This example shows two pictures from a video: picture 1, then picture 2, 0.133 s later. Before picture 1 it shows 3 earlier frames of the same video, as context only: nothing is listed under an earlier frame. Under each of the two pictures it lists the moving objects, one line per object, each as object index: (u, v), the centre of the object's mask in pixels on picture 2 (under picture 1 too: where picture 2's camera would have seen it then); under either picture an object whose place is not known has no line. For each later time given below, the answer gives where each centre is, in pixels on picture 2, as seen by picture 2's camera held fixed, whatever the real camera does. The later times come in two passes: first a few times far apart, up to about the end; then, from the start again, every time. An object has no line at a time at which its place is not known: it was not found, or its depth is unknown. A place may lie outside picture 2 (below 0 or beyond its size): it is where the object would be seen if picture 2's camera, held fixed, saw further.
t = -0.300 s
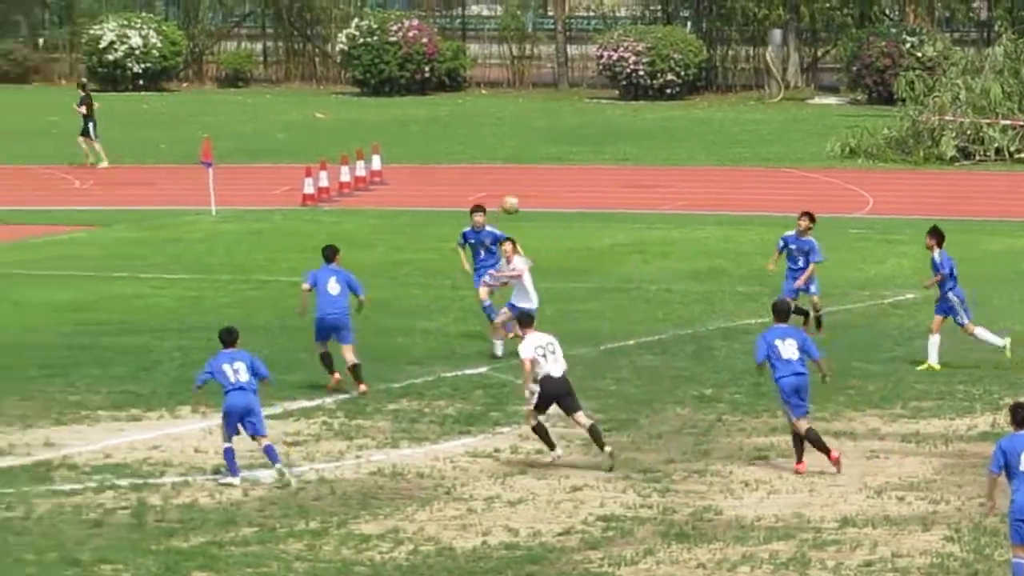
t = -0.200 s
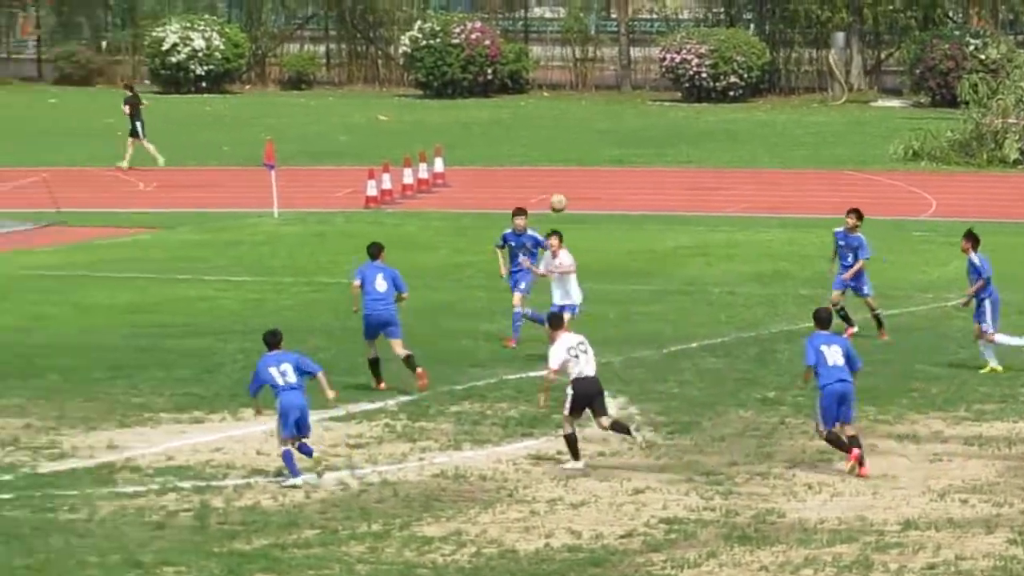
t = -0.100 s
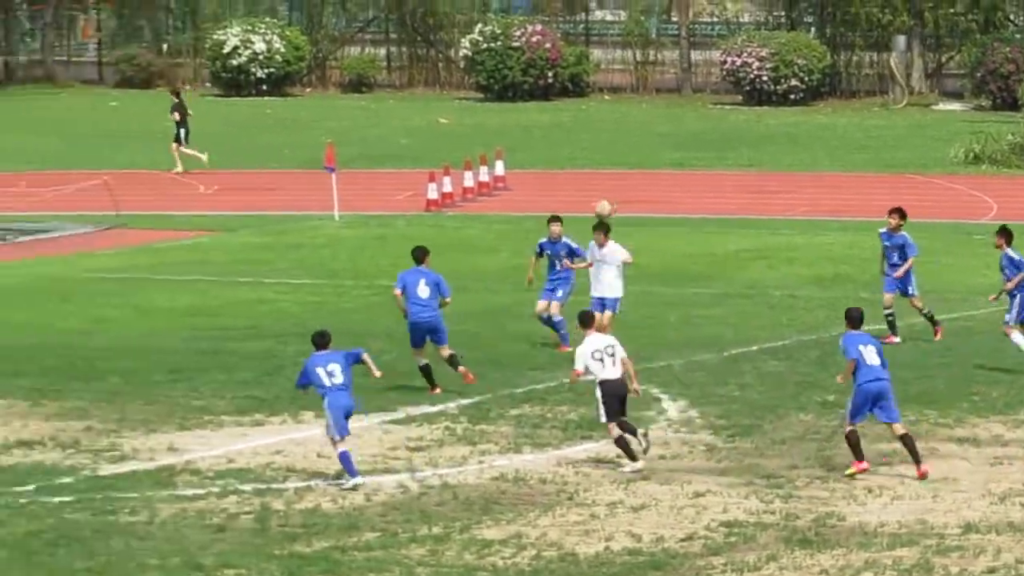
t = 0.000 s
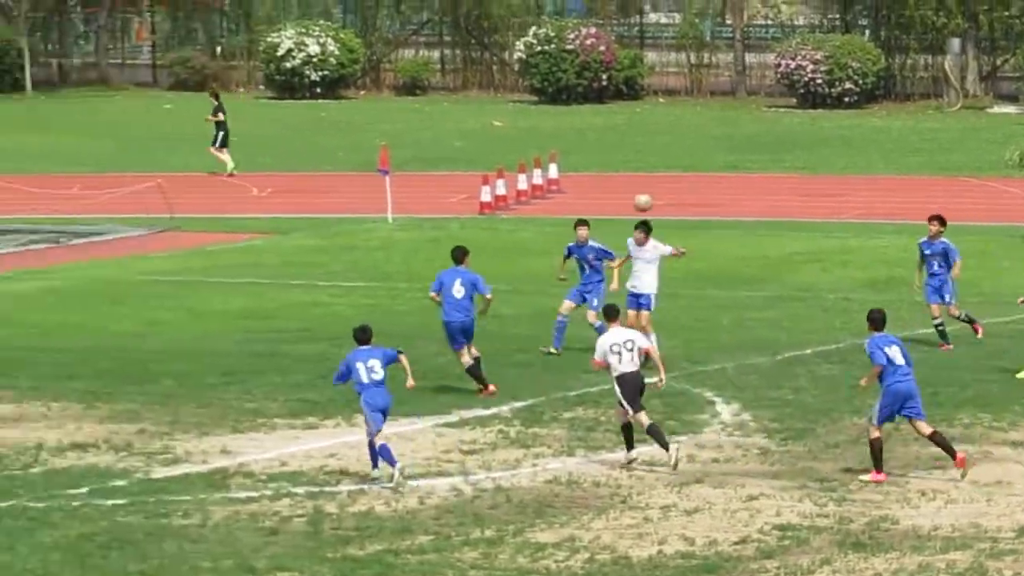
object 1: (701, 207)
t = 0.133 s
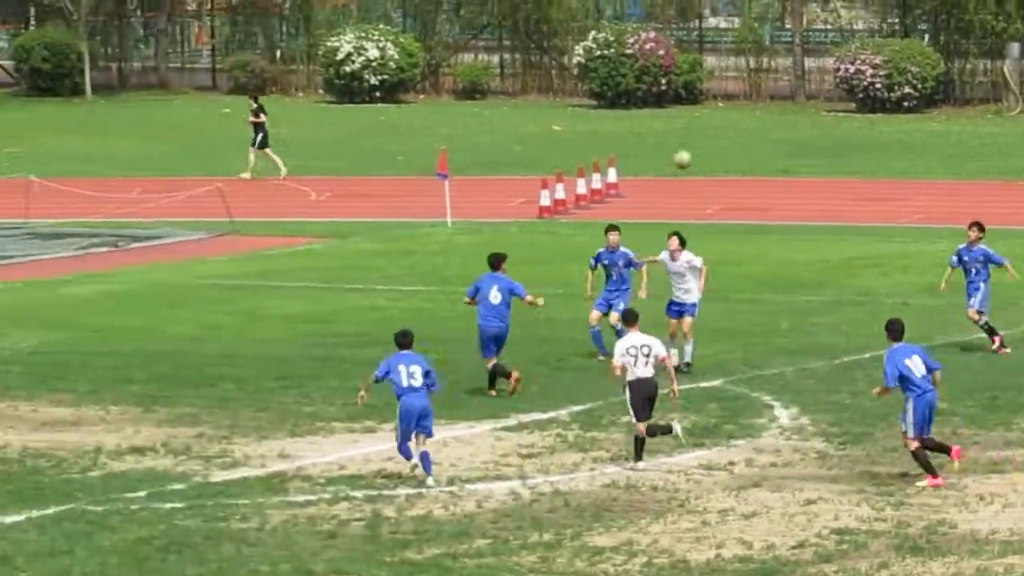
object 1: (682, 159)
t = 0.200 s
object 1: (674, 142)
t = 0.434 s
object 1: (640, 109)
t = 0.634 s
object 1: (614, 116)
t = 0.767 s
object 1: (596, 139)
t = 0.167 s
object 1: (678, 150)
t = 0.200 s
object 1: (674, 142)
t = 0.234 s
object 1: (669, 135)
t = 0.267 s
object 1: (663, 128)
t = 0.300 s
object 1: (659, 122)
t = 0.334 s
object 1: (654, 118)
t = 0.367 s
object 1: (650, 113)
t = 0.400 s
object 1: (645, 111)
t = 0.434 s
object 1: (640, 109)
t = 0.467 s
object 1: (636, 108)
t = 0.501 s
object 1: (631, 108)
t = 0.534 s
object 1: (627, 108)
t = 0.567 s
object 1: (622, 110)
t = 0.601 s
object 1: (618, 113)
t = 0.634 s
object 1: (614, 116)
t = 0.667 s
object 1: (609, 120)
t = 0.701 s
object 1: (605, 126)
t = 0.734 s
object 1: (601, 132)
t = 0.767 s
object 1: (596, 139)
